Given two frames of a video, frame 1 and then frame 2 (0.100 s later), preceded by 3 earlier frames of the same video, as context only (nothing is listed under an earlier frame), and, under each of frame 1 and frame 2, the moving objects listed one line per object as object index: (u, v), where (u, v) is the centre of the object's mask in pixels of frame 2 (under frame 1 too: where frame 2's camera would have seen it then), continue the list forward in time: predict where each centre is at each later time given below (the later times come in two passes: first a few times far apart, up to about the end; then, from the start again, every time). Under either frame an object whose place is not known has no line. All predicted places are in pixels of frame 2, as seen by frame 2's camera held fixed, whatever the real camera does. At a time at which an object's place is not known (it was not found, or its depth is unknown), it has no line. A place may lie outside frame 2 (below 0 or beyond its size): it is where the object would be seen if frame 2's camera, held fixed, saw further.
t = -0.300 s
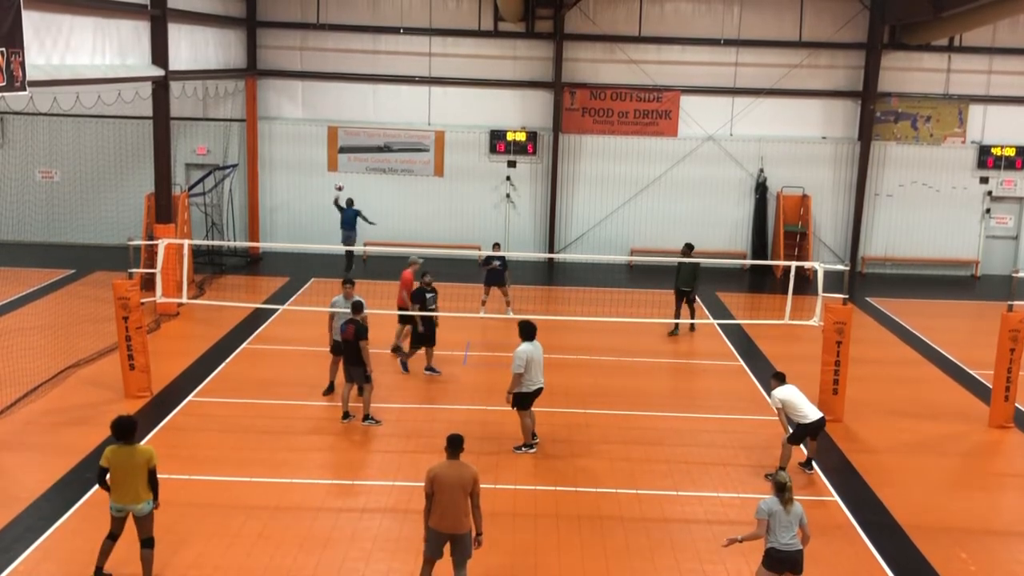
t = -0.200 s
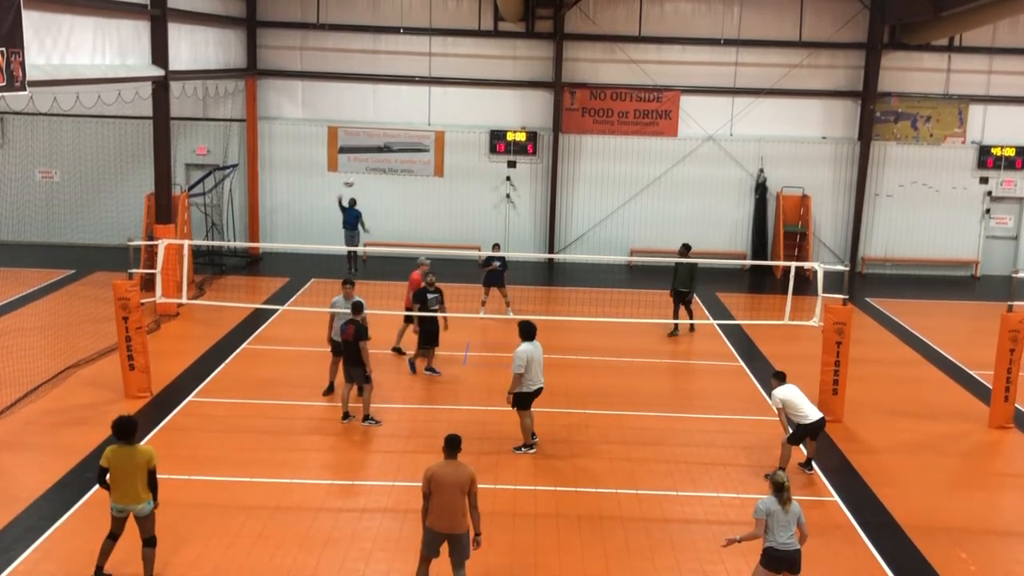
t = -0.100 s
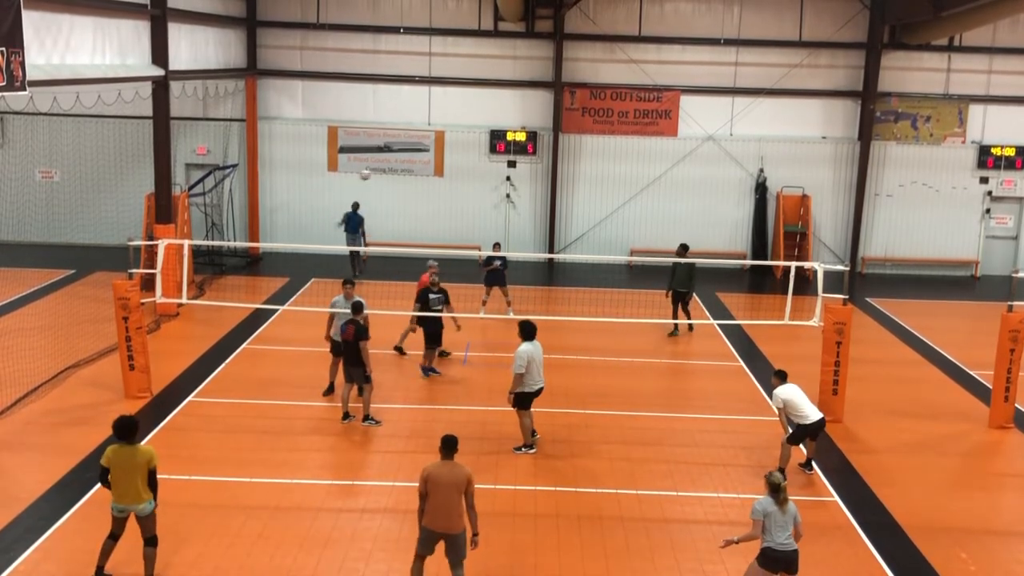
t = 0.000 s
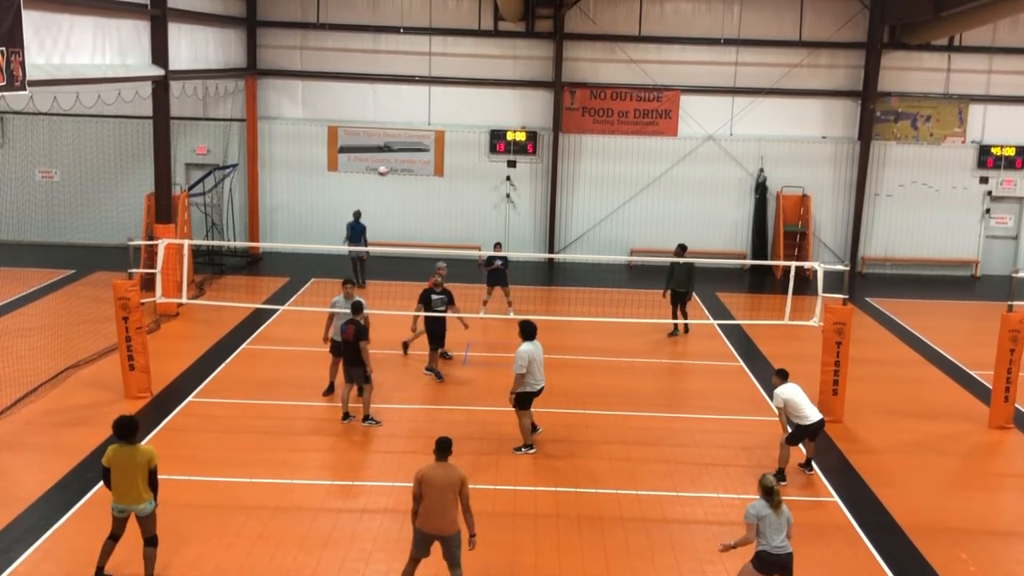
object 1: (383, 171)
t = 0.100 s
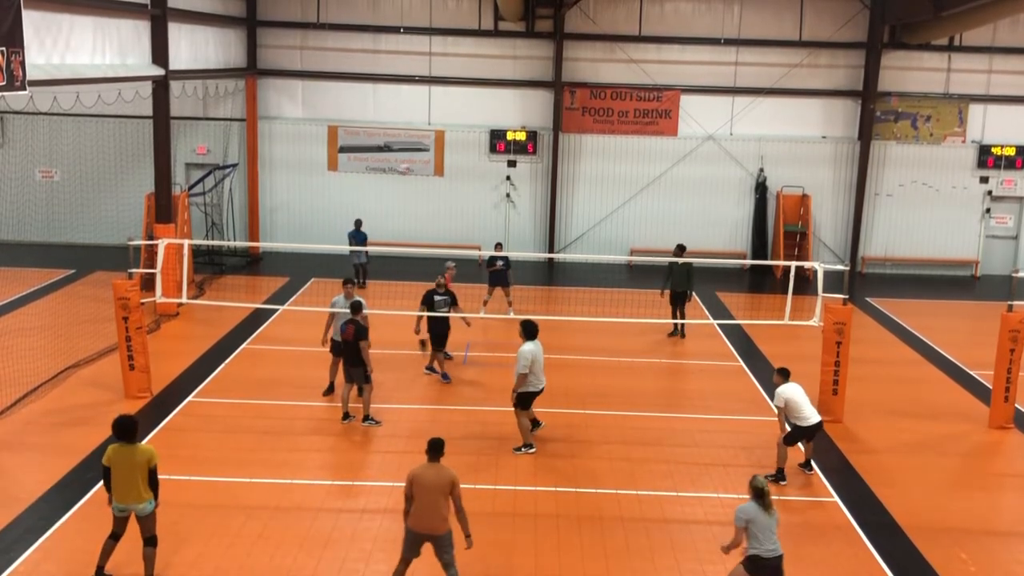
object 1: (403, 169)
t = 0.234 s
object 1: (435, 175)
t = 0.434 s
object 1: (488, 206)
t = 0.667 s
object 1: (559, 293)
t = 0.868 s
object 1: (635, 441)
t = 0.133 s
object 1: (411, 170)
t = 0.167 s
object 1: (418, 171)
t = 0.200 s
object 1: (426, 173)
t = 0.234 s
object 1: (435, 175)
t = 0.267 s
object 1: (443, 178)
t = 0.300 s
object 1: (451, 182)
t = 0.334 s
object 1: (460, 187)
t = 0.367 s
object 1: (470, 192)
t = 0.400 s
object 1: (479, 199)
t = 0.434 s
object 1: (488, 206)
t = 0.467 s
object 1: (497, 215)
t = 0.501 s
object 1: (506, 224)
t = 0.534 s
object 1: (518, 236)
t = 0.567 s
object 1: (527, 249)
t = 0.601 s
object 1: (538, 265)
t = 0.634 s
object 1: (547, 276)
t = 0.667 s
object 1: (559, 293)
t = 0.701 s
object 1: (571, 311)
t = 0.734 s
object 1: (583, 333)
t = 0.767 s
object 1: (595, 355)
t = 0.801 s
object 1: (609, 382)
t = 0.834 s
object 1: (622, 410)
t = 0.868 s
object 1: (635, 441)
